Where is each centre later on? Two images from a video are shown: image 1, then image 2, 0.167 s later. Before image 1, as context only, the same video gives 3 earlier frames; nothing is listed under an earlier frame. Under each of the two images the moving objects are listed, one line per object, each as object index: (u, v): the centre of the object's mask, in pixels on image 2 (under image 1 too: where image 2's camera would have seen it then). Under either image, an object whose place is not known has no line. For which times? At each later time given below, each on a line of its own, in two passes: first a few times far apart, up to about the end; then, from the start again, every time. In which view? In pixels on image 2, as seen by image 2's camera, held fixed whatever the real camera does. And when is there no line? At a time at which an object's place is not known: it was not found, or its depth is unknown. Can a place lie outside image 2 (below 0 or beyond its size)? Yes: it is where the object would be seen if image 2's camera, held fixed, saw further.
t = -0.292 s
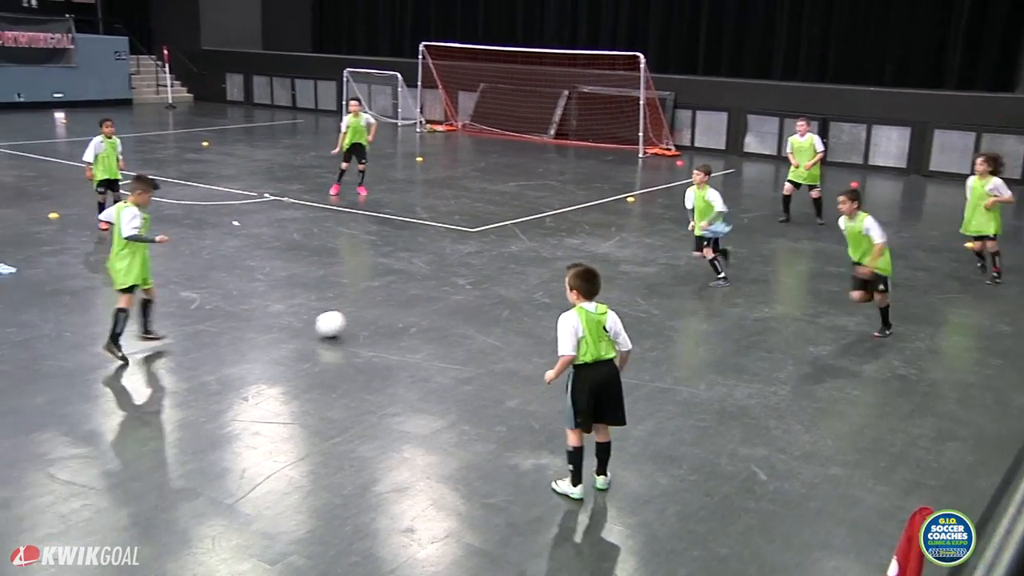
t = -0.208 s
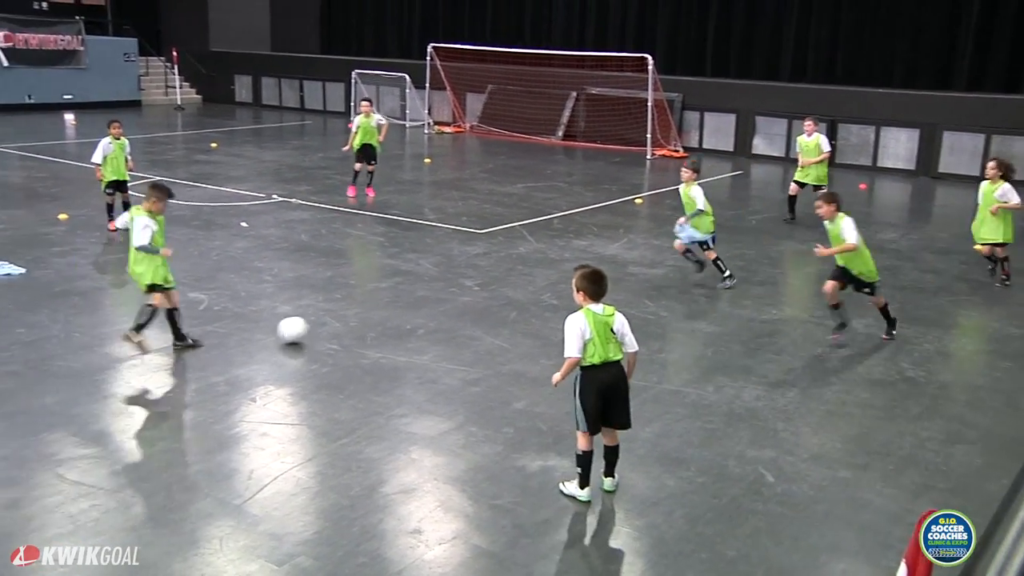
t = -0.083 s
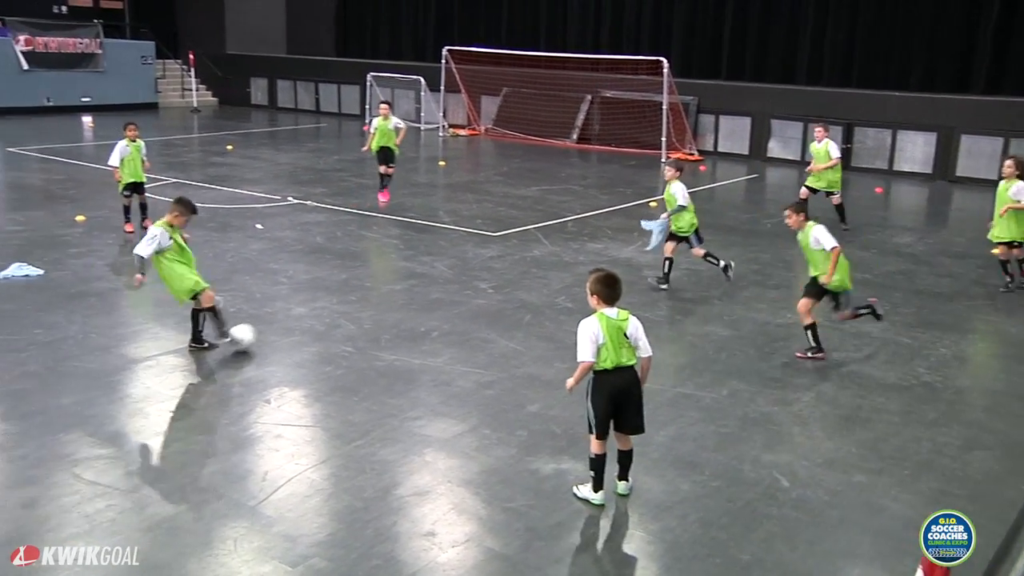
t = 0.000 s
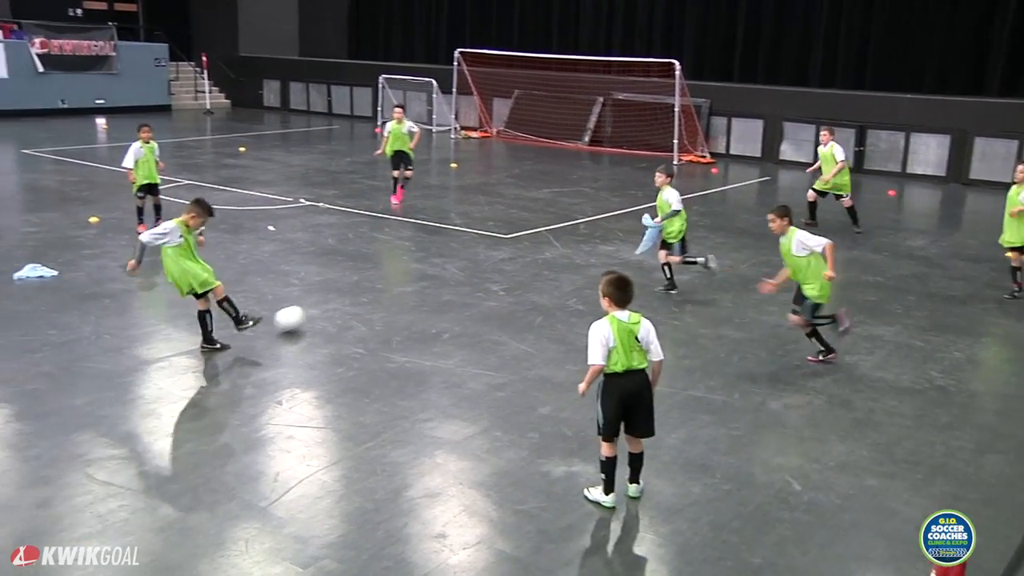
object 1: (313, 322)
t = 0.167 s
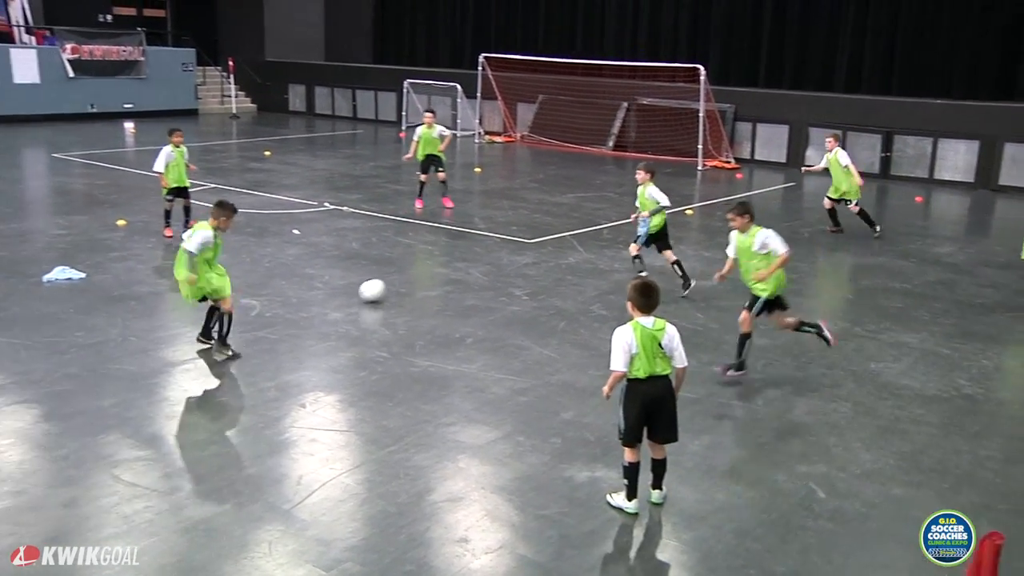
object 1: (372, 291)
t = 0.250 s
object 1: (395, 279)
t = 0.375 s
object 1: (421, 264)
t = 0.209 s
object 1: (384, 285)
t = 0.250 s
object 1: (395, 279)
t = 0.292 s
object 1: (405, 274)
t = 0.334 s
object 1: (413, 269)
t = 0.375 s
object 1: (421, 264)
